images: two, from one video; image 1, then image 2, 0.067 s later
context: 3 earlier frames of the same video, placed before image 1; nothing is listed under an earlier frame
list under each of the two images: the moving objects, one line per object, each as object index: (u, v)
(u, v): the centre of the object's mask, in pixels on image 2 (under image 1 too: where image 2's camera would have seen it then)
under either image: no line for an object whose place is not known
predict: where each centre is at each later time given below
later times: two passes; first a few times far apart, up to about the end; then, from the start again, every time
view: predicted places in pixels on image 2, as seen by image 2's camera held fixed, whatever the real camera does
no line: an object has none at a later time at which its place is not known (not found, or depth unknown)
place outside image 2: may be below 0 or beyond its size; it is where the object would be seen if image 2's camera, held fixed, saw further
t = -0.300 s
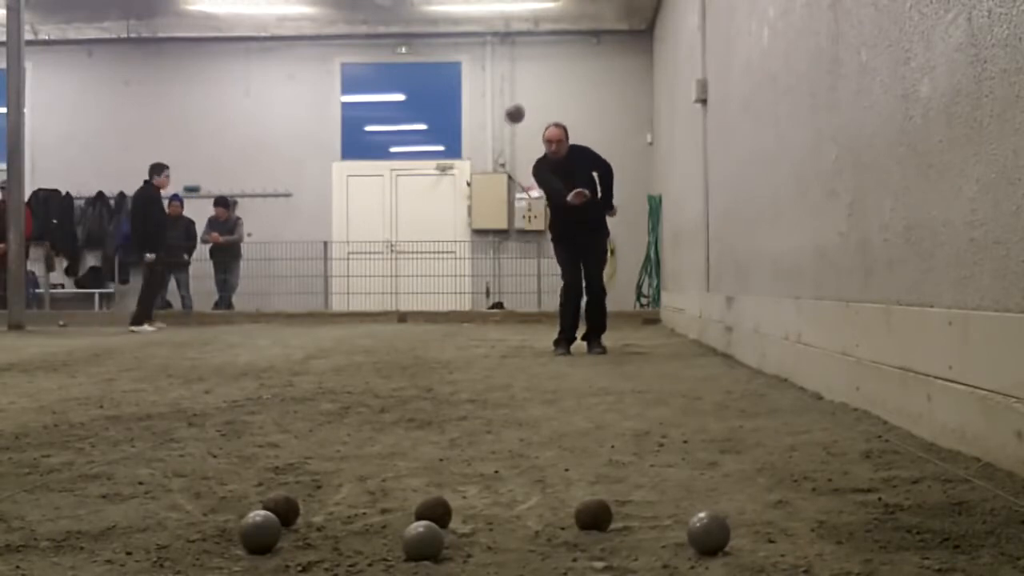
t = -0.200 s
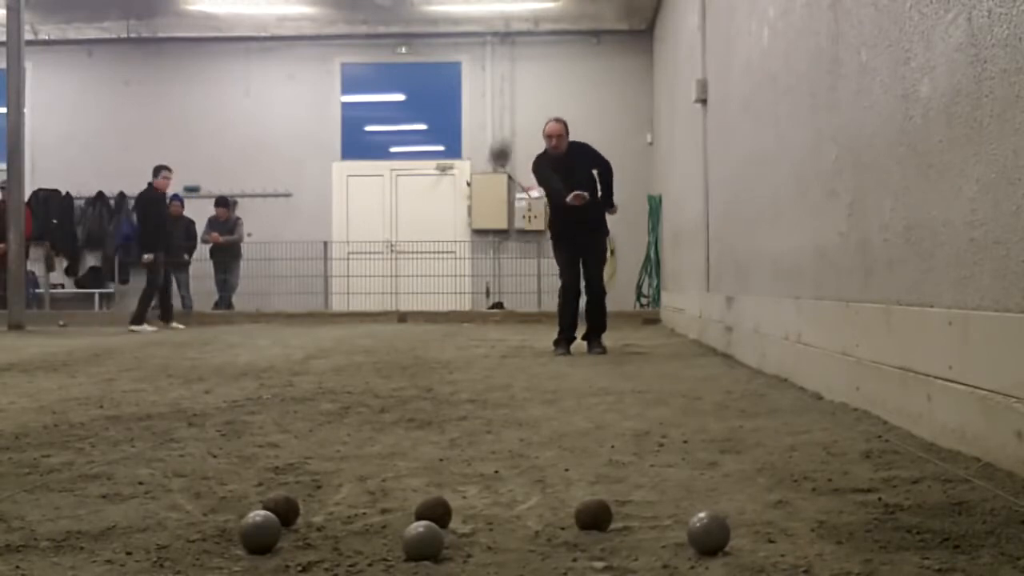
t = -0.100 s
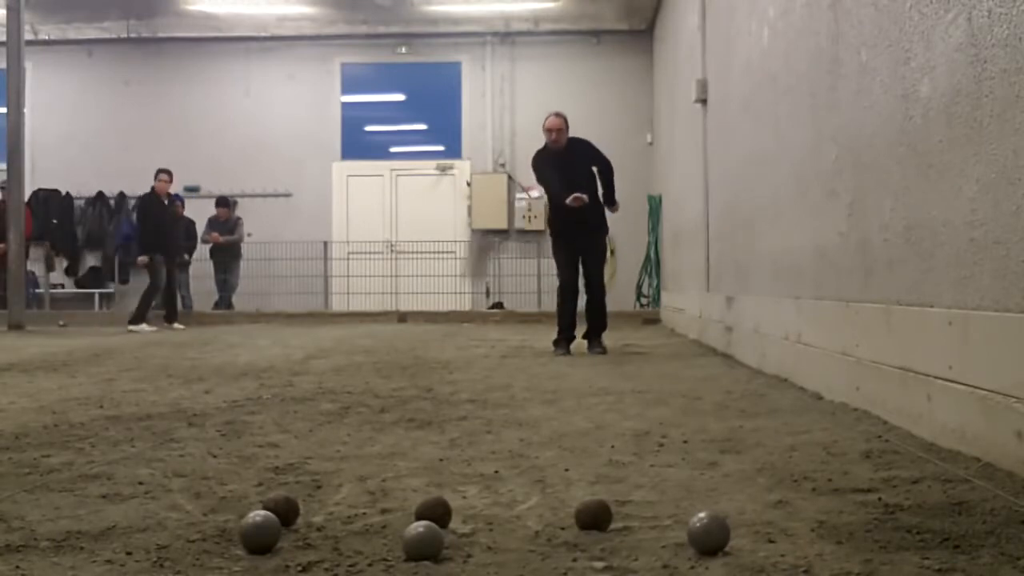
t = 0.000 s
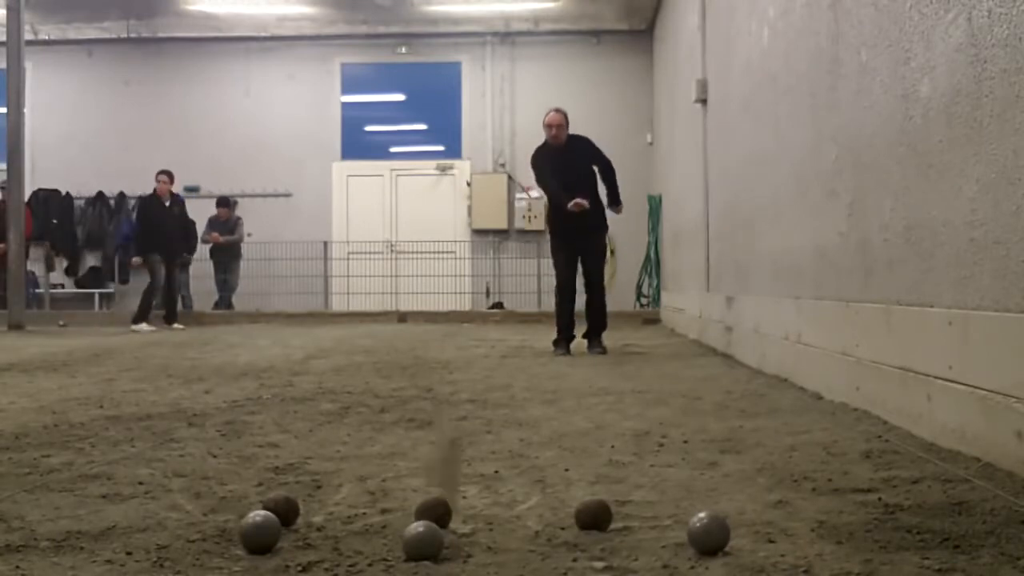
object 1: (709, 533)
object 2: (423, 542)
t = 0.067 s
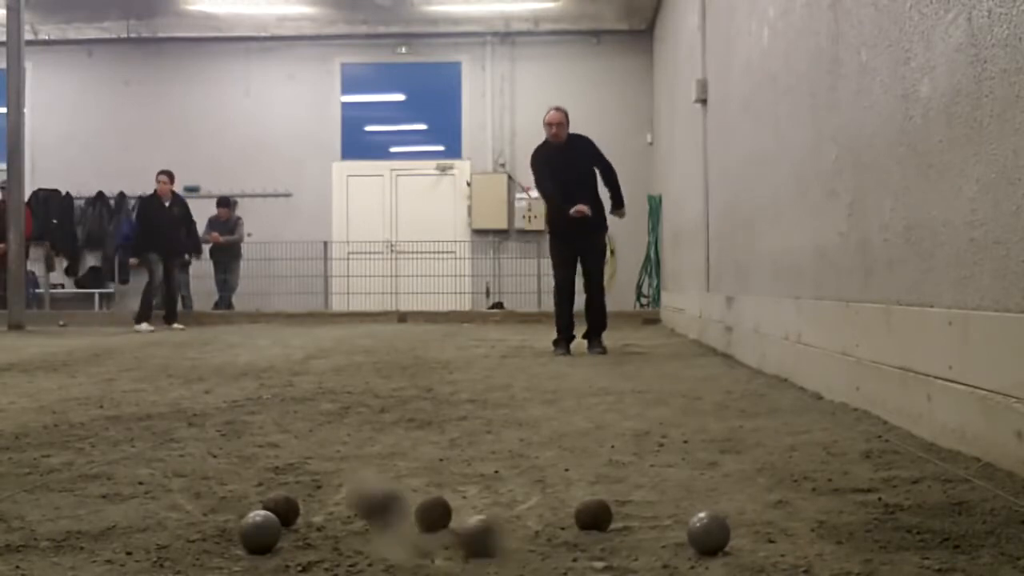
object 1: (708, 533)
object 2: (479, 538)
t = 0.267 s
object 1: (708, 533)
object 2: (585, 543)
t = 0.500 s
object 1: (709, 533)
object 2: (668, 538)
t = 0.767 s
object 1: (727, 532)
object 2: (691, 541)
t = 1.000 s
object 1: (734, 534)
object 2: (689, 541)
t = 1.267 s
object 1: (732, 534)
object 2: (690, 541)
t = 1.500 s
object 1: (732, 534)
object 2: (690, 541)
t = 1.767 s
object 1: (732, 534)
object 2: (690, 541)
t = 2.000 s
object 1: (732, 534)
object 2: (690, 541)
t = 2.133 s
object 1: (732, 534)
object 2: (690, 541)
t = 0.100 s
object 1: (708, 533)
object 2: (499, 538)
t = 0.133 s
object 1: (709, 533)
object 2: (517, 543)
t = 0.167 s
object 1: (708, 533)
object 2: (538, 541)
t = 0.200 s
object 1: (709, 533)
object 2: (555, 541)
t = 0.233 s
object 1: (708, 533)
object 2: (569, 540)
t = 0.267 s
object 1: (708, 533)
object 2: (585, 543)
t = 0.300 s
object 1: (709, 533)
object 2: (602, 541)
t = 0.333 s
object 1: (709, 533)
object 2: (615, 543)
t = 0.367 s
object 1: (708, 533)
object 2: (628, 543)
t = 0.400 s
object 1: (708, 533)
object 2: (641, 541)
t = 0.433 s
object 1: (708, 533)
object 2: (650, 538)
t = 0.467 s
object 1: (708, 533)
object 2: (658, 537)
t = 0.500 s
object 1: (709, 533)
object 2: (668, 538)
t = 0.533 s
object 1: (711, 533)
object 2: (675, 538)
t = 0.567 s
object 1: (715, 531)
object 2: (679, 539)
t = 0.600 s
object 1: (717, 532)
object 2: (680, 540)
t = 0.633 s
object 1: (720, 532)
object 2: (684, 541)
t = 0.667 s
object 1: (722, 531)
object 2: (688, 541)
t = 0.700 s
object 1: (723, 532)
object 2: (689, 541)
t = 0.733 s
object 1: (725, 532)
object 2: (690, 541)
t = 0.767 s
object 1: (727, 532)
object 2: (691, 541)
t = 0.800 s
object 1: (728, 533)
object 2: (690, 540)
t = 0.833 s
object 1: (728, 533)
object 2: (688, 541)
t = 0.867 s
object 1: (729, 533)
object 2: (688, 541)
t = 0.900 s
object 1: (731, 534)
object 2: (688, 541)
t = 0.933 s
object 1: (732, 534)
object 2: (688, 541)
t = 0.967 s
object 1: (733, 534)
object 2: (689, 541)
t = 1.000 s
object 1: (734, 534)
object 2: (689, 541)
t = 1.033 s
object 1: (734, 534)
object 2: (690, 541)
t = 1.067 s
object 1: (734, 534)
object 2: (690, 541)
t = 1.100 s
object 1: (734, 534)
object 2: (690, 541)
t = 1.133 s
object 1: (733, 534)
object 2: (690, 541)
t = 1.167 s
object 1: (733, 534)
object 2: (690, 541)
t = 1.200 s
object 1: (732, 534)
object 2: (690, 541)
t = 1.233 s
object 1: (732, 534)
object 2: (690, 541)
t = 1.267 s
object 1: (732, 534)
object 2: (690, 541)
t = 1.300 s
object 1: (732, 534)
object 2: (690, 541)
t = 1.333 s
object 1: (732, 534)
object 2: (690, 541)
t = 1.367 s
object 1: (732, 534)
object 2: (690, 541)
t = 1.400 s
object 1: (732, 534)
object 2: (690, 541)
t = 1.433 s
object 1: (732, 534)
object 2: (690, 541)
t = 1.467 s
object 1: (732, 534)
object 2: (690, 541)
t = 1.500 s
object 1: (732, 534)
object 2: (690, 541)
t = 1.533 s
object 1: (732, 534)
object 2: (690, 541)
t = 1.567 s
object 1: (732, 534)
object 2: (690, 541)
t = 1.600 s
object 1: (732, 534)
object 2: (690, 541)
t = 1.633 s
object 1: (732, 534)
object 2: (690, 541)
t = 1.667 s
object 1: (732, 534)
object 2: (690, 541)
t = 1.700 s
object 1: (732, 534)
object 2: (690, 541)
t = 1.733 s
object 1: (732, 534)
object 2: (690, 541)
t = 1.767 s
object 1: (732, 534)
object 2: (690, 541)
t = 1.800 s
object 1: (732, 534)
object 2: (690, 541)
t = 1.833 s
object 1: (732, 534)
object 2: (690, 541)
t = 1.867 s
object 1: (732, 534)
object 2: (690, 541)
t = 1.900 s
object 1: (732, 534)
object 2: (690, 541)
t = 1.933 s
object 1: (732, 534)
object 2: (690, 541)
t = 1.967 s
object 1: (732, 534)
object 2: (690, 541)
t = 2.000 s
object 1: (732, 534)
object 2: (690, 541)
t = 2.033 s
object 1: (732, 534)
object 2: (690, 541)
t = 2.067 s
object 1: (732, 534)
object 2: (690, 541)
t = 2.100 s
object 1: (732, 534)
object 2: (690, 541)
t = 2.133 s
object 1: (732, 534)
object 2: (690, 541)
